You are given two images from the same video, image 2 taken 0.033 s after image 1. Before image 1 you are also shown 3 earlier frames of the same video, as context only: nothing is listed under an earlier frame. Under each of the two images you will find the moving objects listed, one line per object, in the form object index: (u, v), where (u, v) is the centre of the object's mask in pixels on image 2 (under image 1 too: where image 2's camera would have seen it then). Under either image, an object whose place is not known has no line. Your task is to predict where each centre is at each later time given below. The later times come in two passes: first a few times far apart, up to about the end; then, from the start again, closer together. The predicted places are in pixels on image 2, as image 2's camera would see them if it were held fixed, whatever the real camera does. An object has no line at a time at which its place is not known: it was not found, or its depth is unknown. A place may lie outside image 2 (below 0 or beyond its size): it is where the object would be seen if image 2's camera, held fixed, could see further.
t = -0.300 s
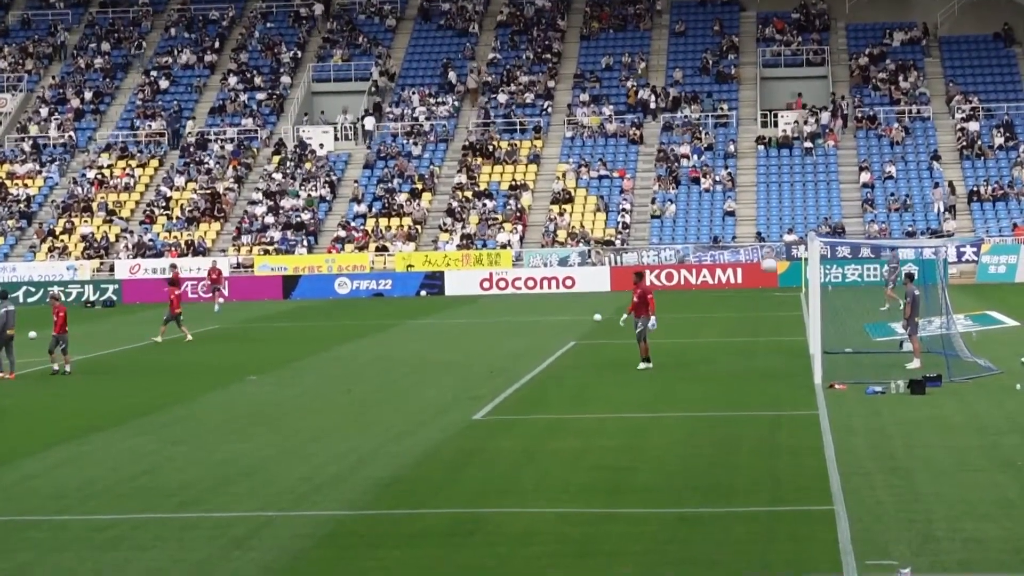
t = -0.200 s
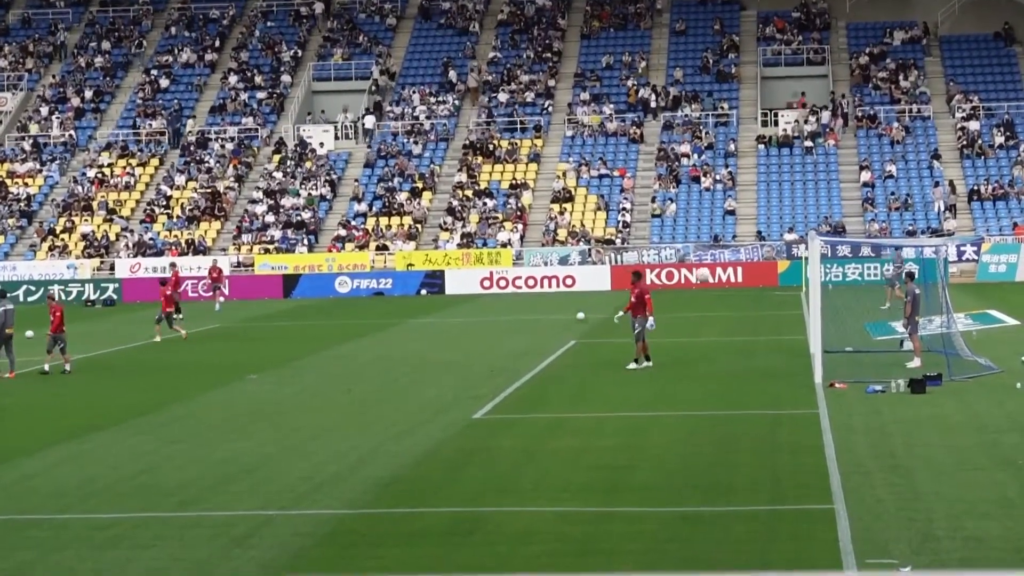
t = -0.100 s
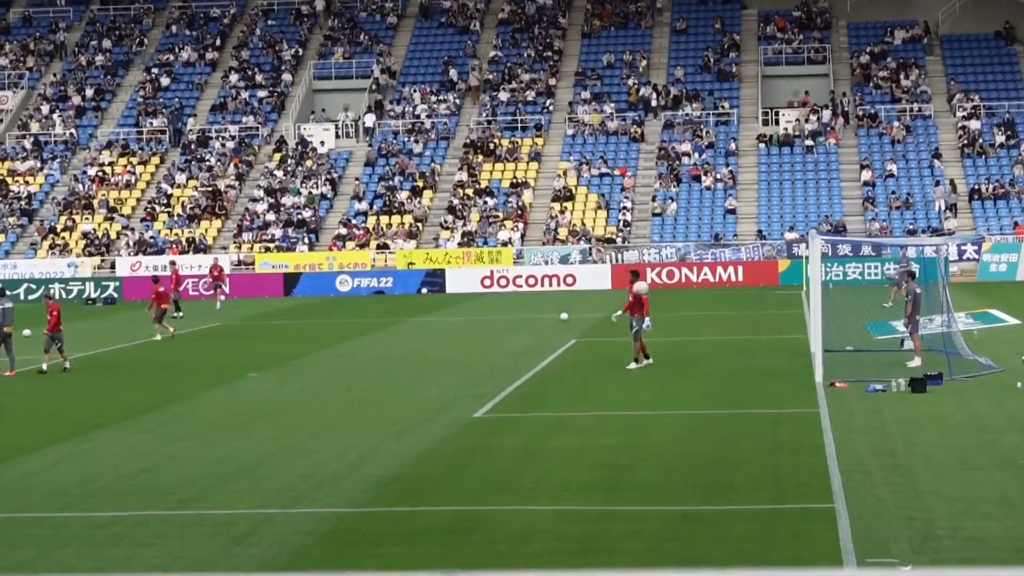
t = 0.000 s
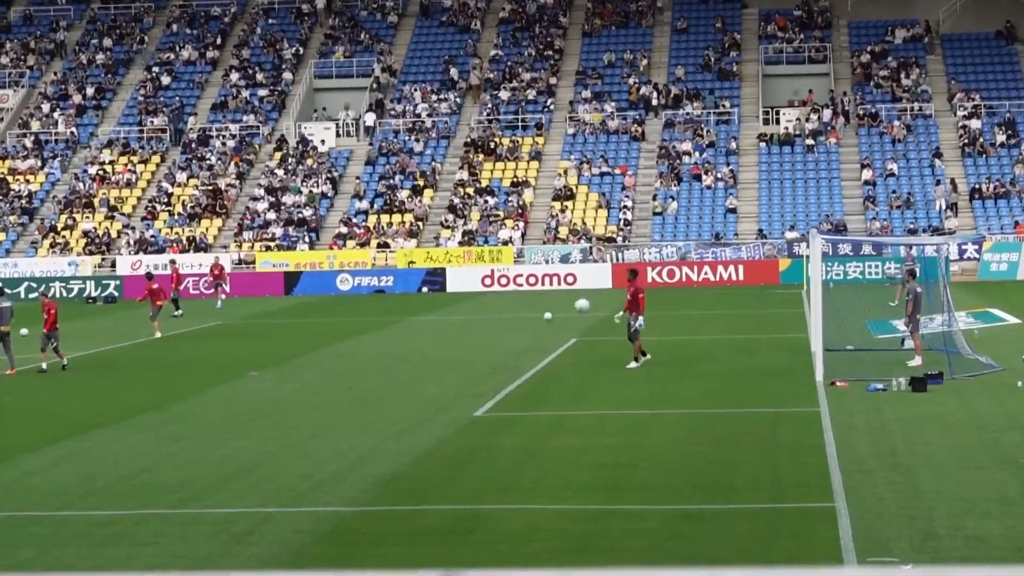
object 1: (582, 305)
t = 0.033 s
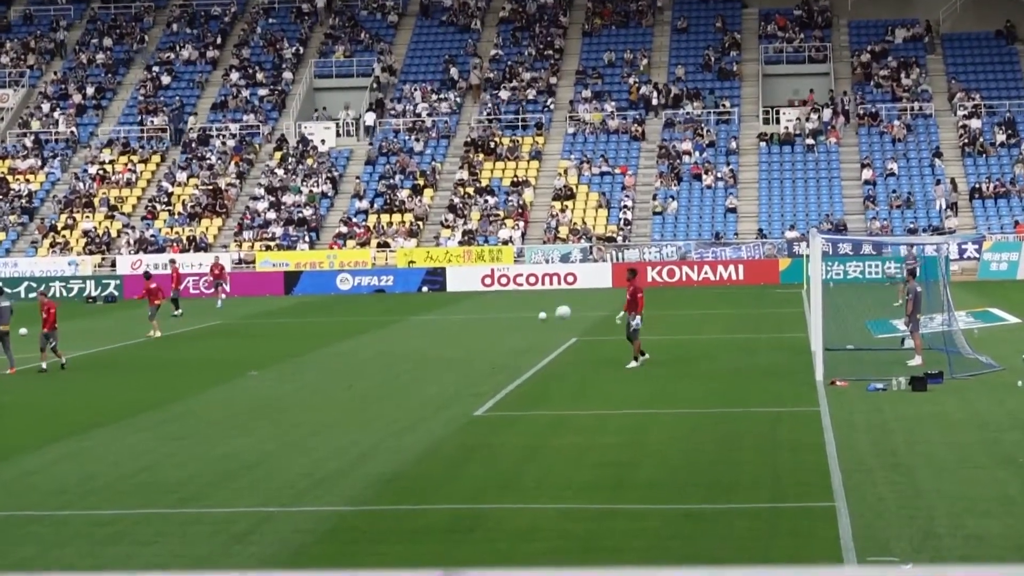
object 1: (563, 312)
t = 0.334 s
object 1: (405, 392)
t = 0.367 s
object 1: (391, 396)
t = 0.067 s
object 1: (544, 319)
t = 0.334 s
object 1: (405, 392)
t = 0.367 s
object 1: (391, 396)
